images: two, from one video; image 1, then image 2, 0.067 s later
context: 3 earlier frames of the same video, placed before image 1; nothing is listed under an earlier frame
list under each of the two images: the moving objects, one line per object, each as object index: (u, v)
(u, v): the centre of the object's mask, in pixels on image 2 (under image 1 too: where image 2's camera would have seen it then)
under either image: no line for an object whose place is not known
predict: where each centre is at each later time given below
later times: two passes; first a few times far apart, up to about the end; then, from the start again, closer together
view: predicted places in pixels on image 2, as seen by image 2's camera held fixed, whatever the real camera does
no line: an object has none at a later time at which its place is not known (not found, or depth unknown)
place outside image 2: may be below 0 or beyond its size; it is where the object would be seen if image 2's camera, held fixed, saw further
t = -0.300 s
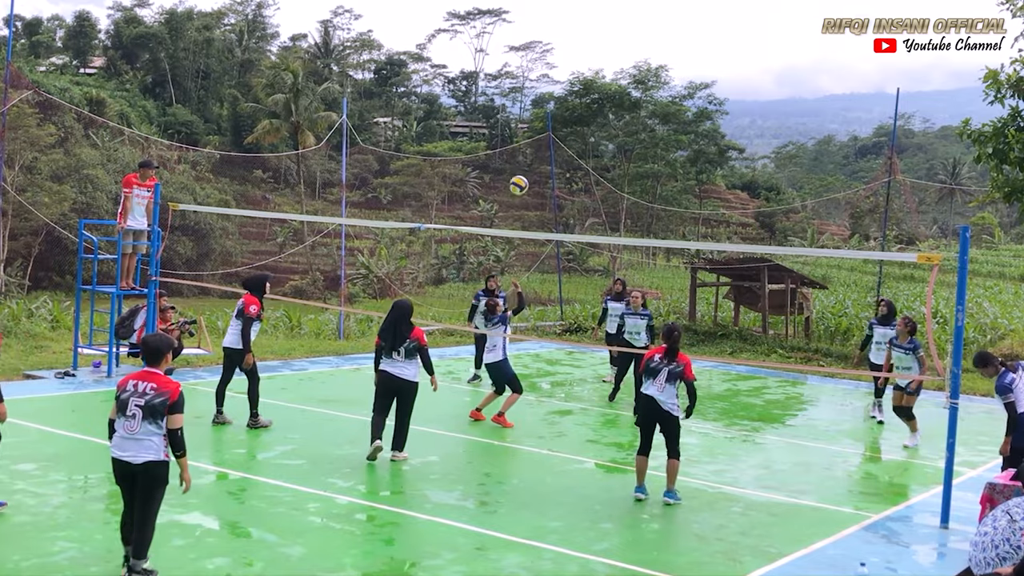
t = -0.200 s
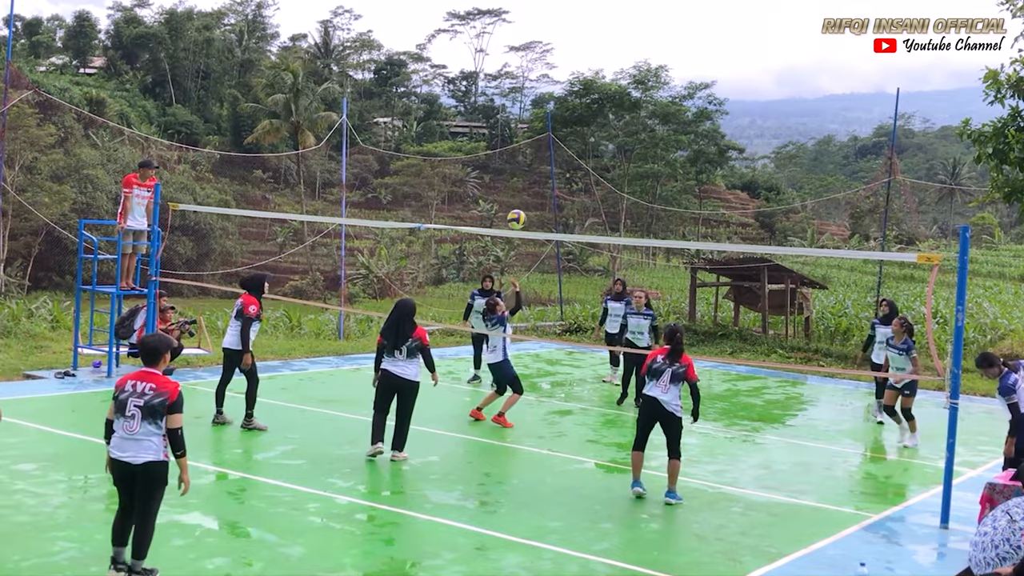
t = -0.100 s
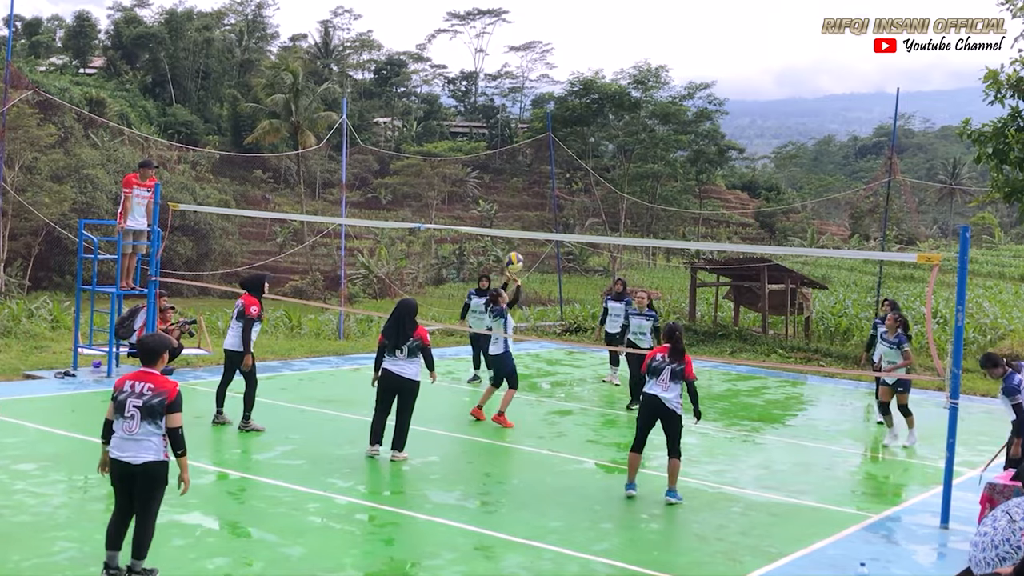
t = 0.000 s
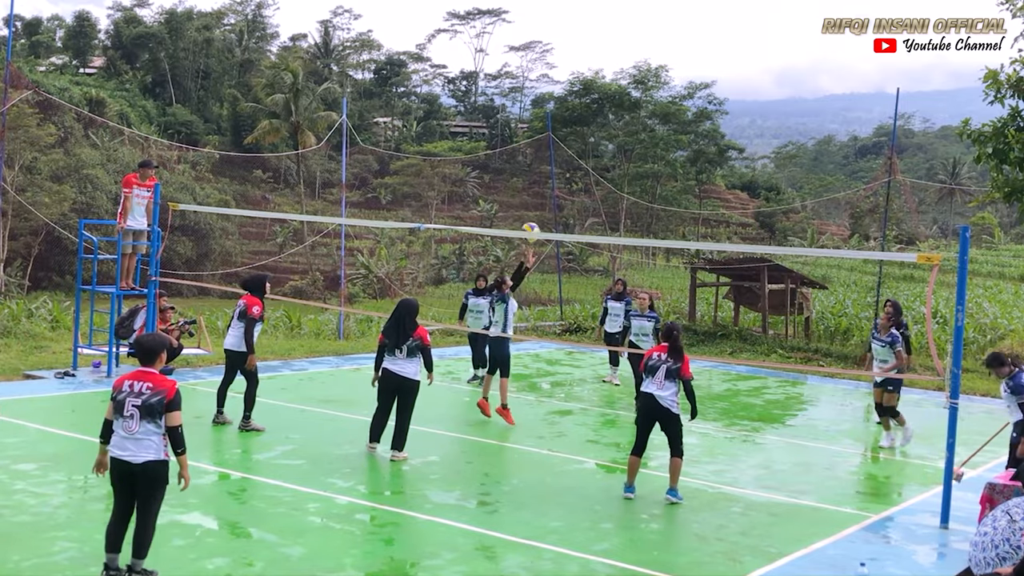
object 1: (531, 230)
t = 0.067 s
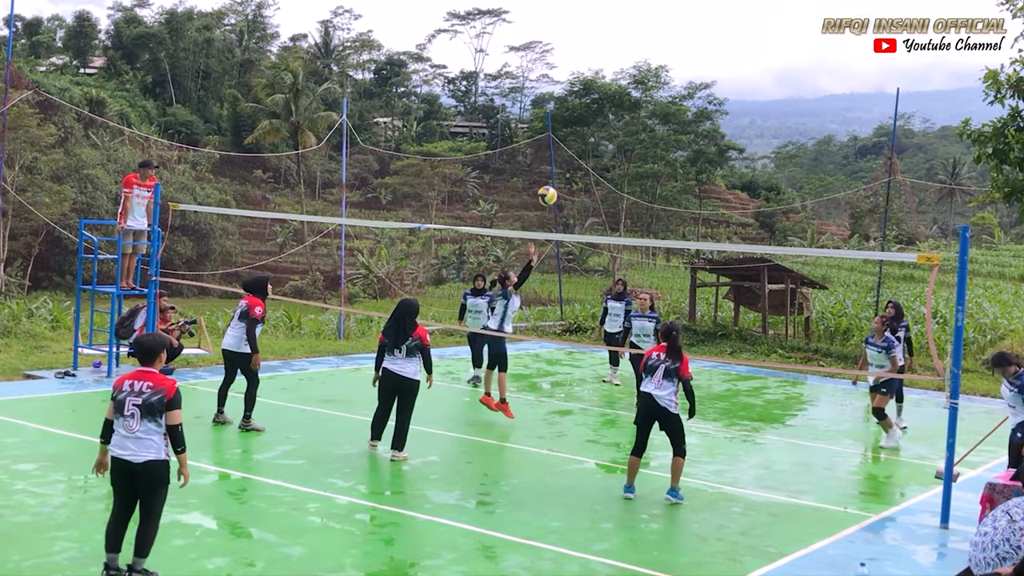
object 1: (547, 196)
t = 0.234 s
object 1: (588, 120)
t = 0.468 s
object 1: (642, 54)
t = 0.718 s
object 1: (698, 37)
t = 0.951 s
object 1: (746, 73)
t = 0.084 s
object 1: (551, 187)
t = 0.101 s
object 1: (555, 179)
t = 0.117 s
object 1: (559, 170)
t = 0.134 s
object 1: (564, 163)
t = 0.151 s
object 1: (567, 155)
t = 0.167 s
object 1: (572, 147)
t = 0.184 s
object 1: (576, 140)
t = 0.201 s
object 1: (580, 133)
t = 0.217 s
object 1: (584, 127)
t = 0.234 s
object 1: (588, 120)
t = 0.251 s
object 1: (592, 114)
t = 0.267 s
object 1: (596, 107)
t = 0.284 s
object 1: (600, 102)
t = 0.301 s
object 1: (604, 96)
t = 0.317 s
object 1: (608, 91)
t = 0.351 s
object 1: (617, 81)
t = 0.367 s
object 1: (619, 76)
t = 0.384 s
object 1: (623, 72)
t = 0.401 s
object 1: (628, 68)
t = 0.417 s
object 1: (631, 64)
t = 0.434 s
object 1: (635, 60)
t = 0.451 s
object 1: (639, 57)
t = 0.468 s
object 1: (642, 54)
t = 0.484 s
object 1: (646, 50)
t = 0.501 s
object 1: (650, 48)
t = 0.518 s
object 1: (654, 45)
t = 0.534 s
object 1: (658, 43)
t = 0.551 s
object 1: (662, 40)
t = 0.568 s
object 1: (665, 39)
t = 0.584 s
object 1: (669, 37)
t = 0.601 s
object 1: (672, 36)
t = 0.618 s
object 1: (676, 35)
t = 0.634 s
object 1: (679, 35)
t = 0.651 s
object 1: (683, 34)
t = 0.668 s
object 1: (686, 34)
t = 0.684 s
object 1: (690, 34)
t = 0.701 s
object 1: (694, 35)
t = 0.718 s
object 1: (698, 37)
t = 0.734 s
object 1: (702, 38)
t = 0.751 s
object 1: (705, 39)
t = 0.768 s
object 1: (709, 40)
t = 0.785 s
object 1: (712, 42)
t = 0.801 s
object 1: (716, 44)
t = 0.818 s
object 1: (719, 46)
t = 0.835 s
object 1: (723, 48)
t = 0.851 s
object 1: (726, 51)
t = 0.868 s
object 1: (730, 54)
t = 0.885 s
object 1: (733, 57)
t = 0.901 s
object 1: (736, 61)
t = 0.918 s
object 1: (740, 64)
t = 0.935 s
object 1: (743, 68)
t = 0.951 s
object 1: (746, 73)
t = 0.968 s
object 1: (749, 78)
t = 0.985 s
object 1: (753, 82)
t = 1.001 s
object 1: (756, 87)
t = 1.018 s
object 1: (759, 93)
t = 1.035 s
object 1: (762, 98)
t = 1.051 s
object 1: (765, 104)
